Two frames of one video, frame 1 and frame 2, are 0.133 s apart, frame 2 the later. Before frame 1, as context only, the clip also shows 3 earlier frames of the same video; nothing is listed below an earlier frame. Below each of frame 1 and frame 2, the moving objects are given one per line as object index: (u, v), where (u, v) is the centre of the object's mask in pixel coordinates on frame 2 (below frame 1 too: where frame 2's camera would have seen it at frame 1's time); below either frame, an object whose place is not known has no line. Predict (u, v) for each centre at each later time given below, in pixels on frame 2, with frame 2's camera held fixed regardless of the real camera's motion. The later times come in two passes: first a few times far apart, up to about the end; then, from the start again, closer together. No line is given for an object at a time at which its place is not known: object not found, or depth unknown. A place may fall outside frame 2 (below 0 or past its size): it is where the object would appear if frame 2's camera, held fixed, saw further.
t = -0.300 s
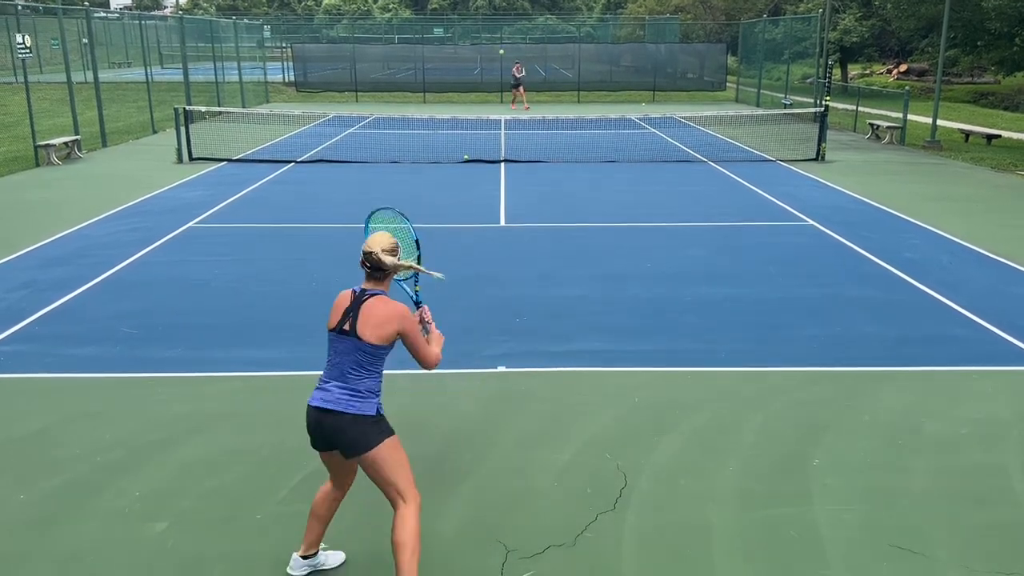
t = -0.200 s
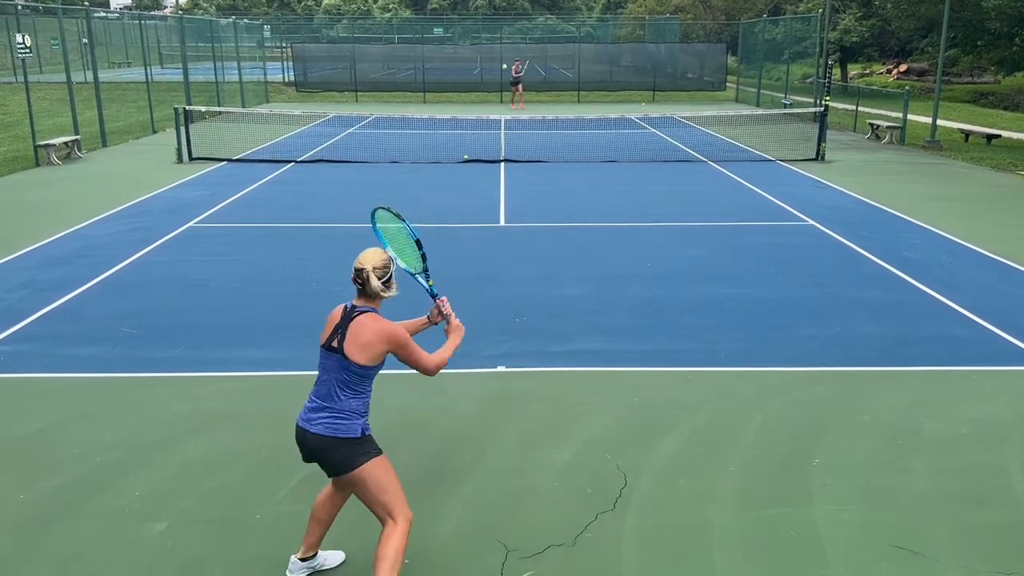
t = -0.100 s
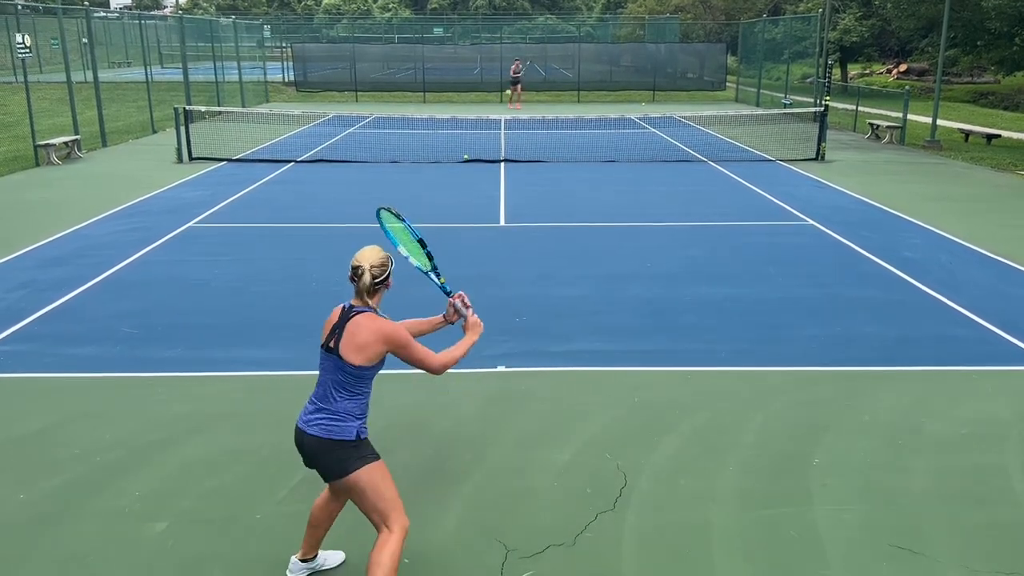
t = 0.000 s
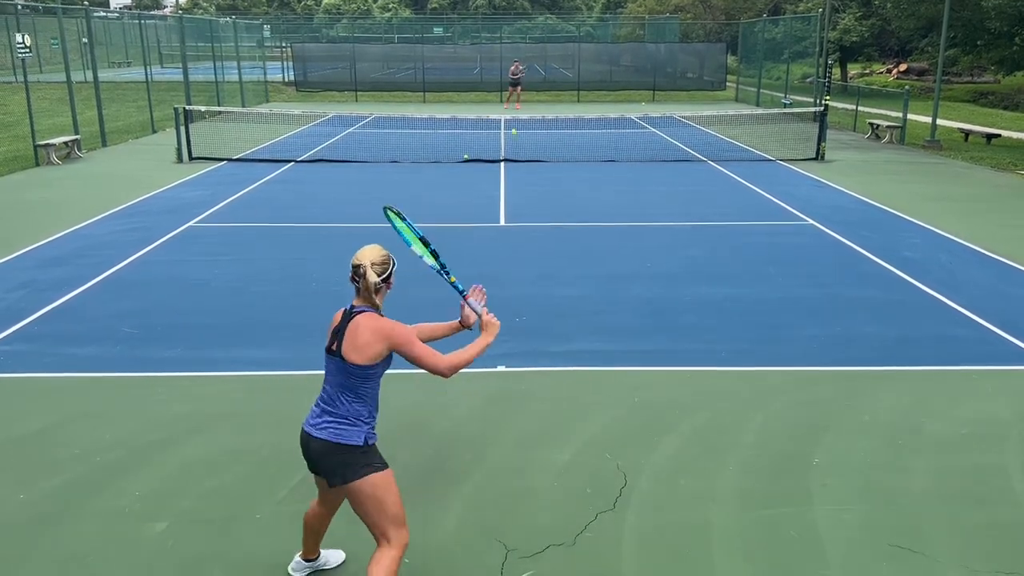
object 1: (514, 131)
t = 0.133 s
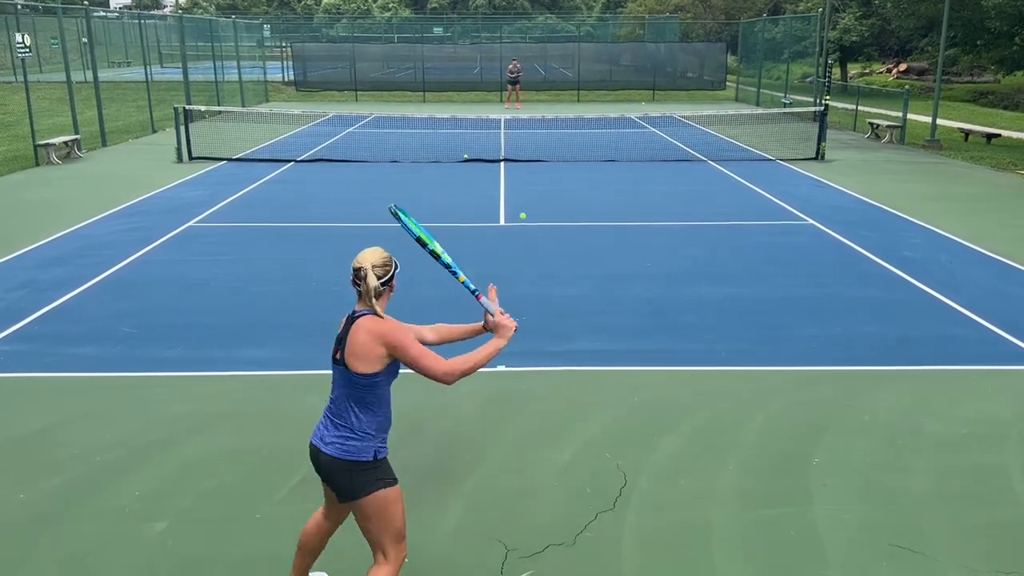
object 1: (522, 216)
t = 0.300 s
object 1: (539, 265)
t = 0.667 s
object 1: (615, 291)
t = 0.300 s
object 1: (539, 265)
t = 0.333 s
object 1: (543, 259)
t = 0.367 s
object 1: (548, 254)
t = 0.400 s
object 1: (552, 250)
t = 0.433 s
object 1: (558, 247)
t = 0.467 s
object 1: (564, 246)
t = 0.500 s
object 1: (570, 247)
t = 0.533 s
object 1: (577, 250)
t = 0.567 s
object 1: (585, 255)
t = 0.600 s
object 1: (594, 263)
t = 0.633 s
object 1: (603, 274)
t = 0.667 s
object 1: (615, 291)
